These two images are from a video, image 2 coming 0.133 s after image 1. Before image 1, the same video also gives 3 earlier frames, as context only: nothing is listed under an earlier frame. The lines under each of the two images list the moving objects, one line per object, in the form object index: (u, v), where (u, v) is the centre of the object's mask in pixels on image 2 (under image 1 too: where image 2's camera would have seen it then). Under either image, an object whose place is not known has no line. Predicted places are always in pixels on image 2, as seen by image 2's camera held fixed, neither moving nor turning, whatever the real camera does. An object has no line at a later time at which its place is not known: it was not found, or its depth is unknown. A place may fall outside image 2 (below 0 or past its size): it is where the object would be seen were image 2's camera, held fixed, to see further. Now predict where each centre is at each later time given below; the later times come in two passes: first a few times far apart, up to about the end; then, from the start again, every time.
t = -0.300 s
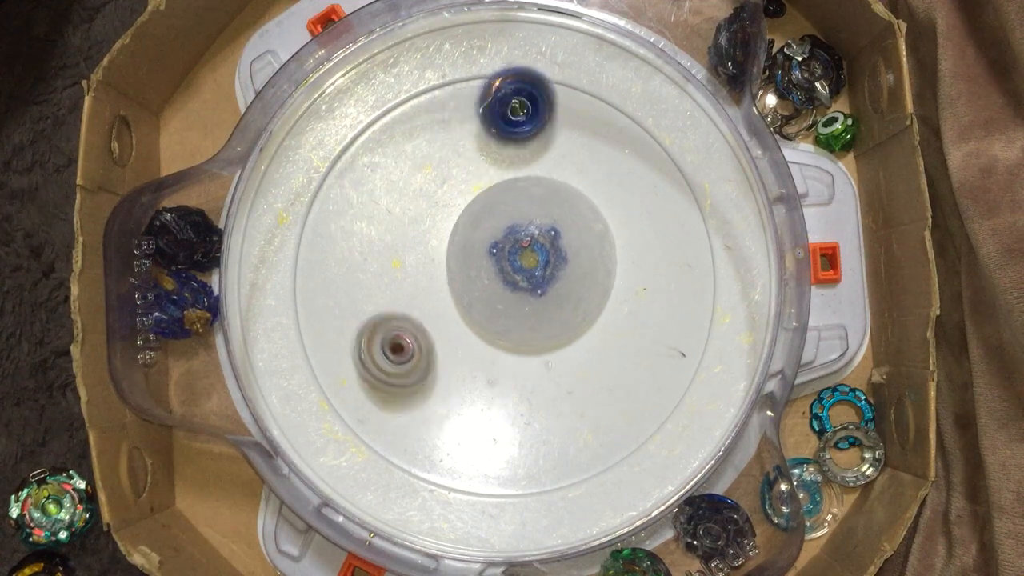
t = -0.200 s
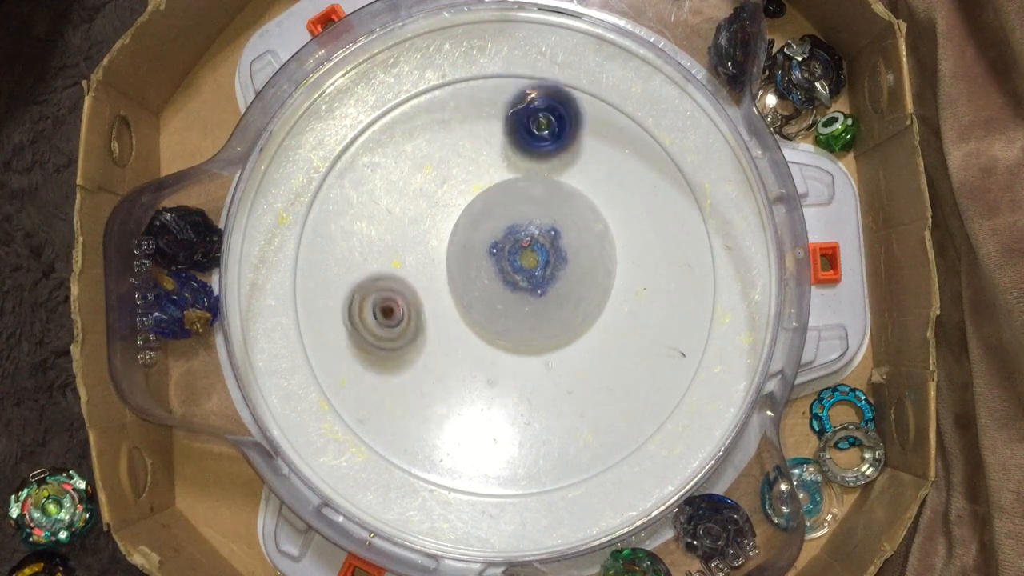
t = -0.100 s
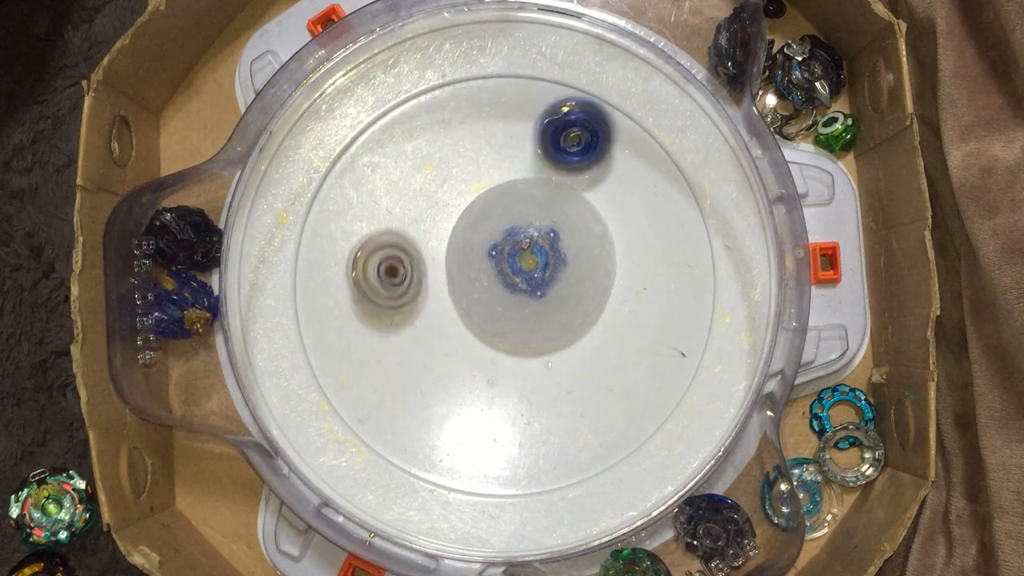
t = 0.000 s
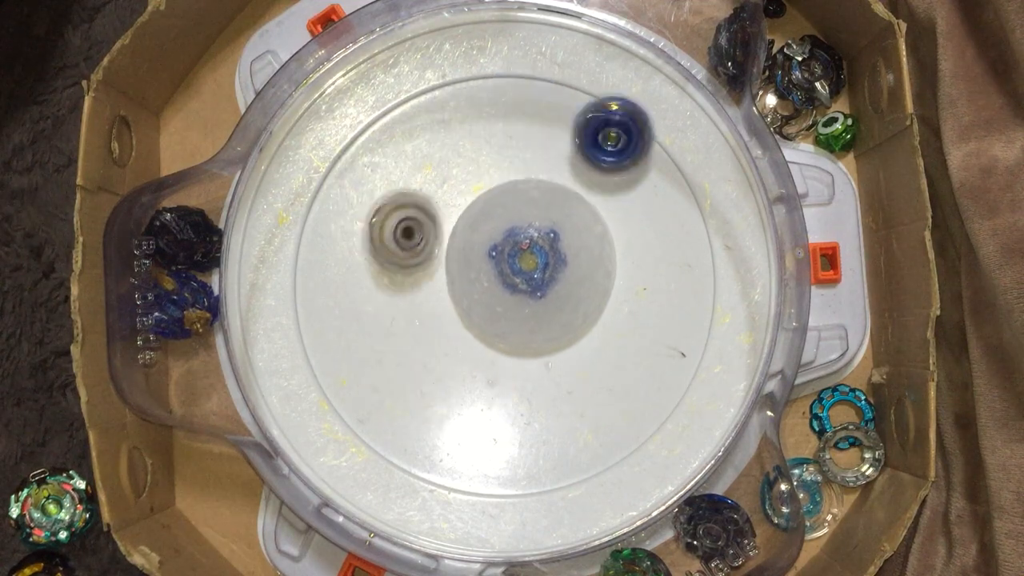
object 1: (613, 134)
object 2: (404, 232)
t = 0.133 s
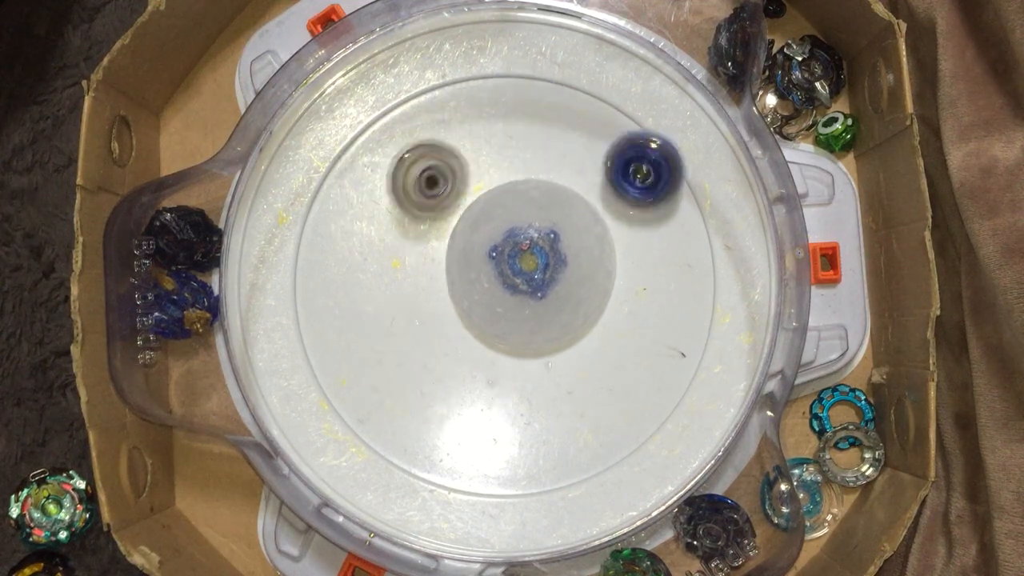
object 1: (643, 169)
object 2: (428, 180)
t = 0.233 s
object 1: (648, 214)
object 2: (461, 158)
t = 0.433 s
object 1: (668, 303)
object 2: (527, 138)
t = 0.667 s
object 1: (600, 377)
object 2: (601, 159)
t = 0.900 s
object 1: (482, 479)
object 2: (657, 239)
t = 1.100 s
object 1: (426, 383)
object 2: (640, 320)
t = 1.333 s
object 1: (389, 256)
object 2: (547, 396)
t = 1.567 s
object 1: (419, 215)
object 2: (425, 381)
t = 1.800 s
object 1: (416, 225)
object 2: (368, 288)
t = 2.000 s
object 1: (444, 177)
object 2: (358, 237)
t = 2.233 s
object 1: (508, 148)
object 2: (428, 197)
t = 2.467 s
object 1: (537, 133)
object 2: (452, 175)
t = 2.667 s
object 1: (548, 147)
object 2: (450, 185)
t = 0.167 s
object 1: (648, 182)
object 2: (438, 170)
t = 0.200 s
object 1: (649, 197)
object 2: (449, 164)
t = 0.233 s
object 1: (648, 214)
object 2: (461, 158)
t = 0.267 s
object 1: (648, 231)
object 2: (471, 150)
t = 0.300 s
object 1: (656, 246)
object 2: (480, 141)
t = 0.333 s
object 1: (663, 261)
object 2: (492, 136)
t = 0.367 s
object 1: (668, 276)
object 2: (504, 135)
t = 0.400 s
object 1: (669, 289)
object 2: (515, 136)
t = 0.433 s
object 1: (668, 303)
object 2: (527, 138)
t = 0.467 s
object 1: (665, 316)
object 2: (540, 139)
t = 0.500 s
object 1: (659, 329)
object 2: (554, 132)
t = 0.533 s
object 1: (650, 341)
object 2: (566, 132)
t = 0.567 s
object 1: (641, 350)
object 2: (576, 135)
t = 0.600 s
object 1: (629, 360)
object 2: (586, 141)
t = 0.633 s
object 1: (615, 369)
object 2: (594, 150)
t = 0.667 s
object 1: (600, 377)
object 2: (601, 159)
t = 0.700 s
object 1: (583, 384)
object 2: (607, 173)
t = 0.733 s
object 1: (566, 387)
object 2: (617, 180)
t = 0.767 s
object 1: (550, 397)
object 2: (626, 188)
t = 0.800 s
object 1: (533, 429)
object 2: (632, 201)
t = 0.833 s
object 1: (516, 455)
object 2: (645, 211)
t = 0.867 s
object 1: (498, 473)
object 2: (653, 224)
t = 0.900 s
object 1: (482, 479)
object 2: (657, 239)
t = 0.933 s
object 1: (467, 476)
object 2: (657, 249)
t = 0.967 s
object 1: (454, 466)
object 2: (655, 261)
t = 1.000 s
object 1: (443, 451)
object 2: (651, 275)
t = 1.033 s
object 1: (433, 434)
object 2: (647, 294)
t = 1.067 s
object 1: (428, 412)
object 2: (643, 304)
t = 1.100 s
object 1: (426, 383)
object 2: (640, 320)
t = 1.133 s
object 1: (428, 355)
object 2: (633, 330)
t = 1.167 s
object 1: (427, 329)
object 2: (621, 345)
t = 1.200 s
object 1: (412, 314)
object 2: (611, 355)
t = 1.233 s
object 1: (400, 298)
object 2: (597, 368)
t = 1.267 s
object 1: (393, 284)
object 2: (582, 378)
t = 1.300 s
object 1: (389, 269)
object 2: (564, 390)
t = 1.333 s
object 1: (389, 256)
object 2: (547, 396)
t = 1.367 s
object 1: (395, 247)
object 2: (530, 402)
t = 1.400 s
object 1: (404, 239)
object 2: (511, 404)
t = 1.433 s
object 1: (416, 234)
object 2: (493, 406)
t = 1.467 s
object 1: (413, 225)
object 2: (474, 403)
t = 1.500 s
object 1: (412, 219)
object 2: (456, 398)
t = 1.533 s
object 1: (413, 216)
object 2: (440, 388)
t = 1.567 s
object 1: (419, 215)
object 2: (425, 381)
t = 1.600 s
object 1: (418, 211)
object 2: (410, 370)
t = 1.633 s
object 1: (417, 208)
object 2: (399, 359)
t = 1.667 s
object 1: (419, 208)
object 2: (388, 344)
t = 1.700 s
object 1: (422, 214)
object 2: (381, 332)
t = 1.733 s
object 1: (420, 218)
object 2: (374, 315)
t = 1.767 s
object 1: (418, 223)
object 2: (371, 302)
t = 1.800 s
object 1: (416, 225)
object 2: (368, 288)
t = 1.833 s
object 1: (416, 219)
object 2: (358, 282)
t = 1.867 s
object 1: (420, 212)
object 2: (351, 275)
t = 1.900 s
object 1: (424, 209)
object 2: (351, 266)
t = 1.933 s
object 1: (427, 203)
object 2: (356, 255)
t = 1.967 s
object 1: (431, 194)
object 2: (362, 242)
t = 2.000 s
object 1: (444, 177)
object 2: (358, 237)
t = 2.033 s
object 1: (453, 160)
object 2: (358, 235)
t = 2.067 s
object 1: (463, 147)
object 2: (365, 229)
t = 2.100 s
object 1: (473, 139)
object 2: (377, 225)
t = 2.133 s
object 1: (483, 137)
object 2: (392, 219)
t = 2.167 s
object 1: (492, 137)
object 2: (410, 216)
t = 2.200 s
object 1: (501, 142)
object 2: (422, 207)
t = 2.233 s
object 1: (508, 148)
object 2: (428, 197)
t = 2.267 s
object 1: (513, 147)
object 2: (434, 190)
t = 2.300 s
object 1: (517, 142)
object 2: (442, 187)
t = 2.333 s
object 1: (520, 141)
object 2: (447, 181)
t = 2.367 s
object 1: (521, 142)
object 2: (451, 178)
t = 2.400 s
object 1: (526, 148)
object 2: (450, 174)
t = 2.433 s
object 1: (533, 140)
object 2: (451, 173)
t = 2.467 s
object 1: (537, 133)
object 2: (452, 175)
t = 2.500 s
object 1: (541, 131)
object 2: (453, 179)
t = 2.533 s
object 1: (542, 132)
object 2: (453, 177)
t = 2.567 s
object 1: (542, 138)
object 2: (452, 176)
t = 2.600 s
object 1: (544, 148)
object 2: (451, 179)
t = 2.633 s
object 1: (545, 149)
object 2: (450, 182)
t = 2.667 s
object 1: (548, 147)
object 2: (450, 185)
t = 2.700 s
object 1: (549, 151)
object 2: (449, 189)
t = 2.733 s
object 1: (549, 158)
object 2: (450, 191)
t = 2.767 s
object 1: (552, 153)
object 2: (451, 190)
